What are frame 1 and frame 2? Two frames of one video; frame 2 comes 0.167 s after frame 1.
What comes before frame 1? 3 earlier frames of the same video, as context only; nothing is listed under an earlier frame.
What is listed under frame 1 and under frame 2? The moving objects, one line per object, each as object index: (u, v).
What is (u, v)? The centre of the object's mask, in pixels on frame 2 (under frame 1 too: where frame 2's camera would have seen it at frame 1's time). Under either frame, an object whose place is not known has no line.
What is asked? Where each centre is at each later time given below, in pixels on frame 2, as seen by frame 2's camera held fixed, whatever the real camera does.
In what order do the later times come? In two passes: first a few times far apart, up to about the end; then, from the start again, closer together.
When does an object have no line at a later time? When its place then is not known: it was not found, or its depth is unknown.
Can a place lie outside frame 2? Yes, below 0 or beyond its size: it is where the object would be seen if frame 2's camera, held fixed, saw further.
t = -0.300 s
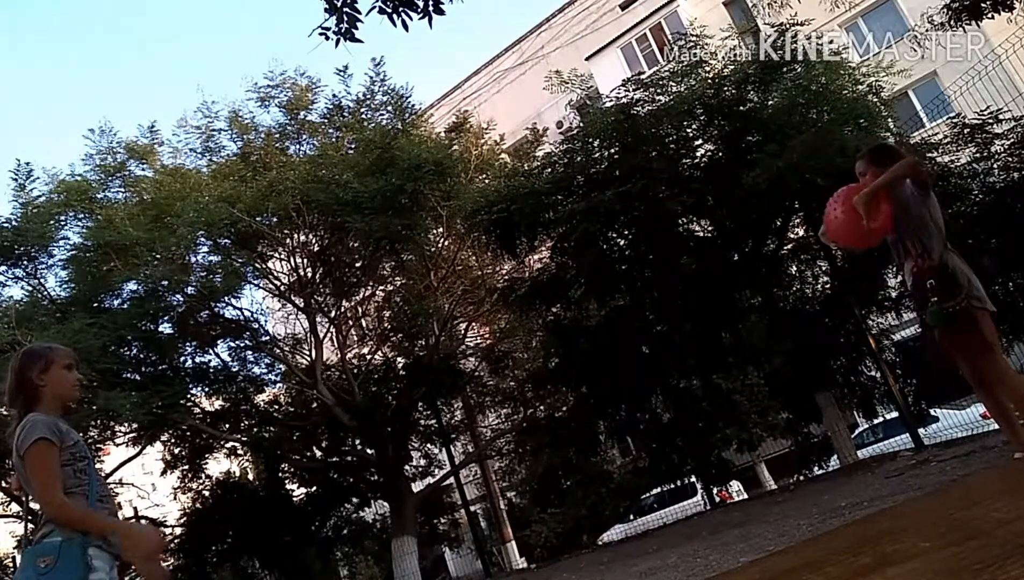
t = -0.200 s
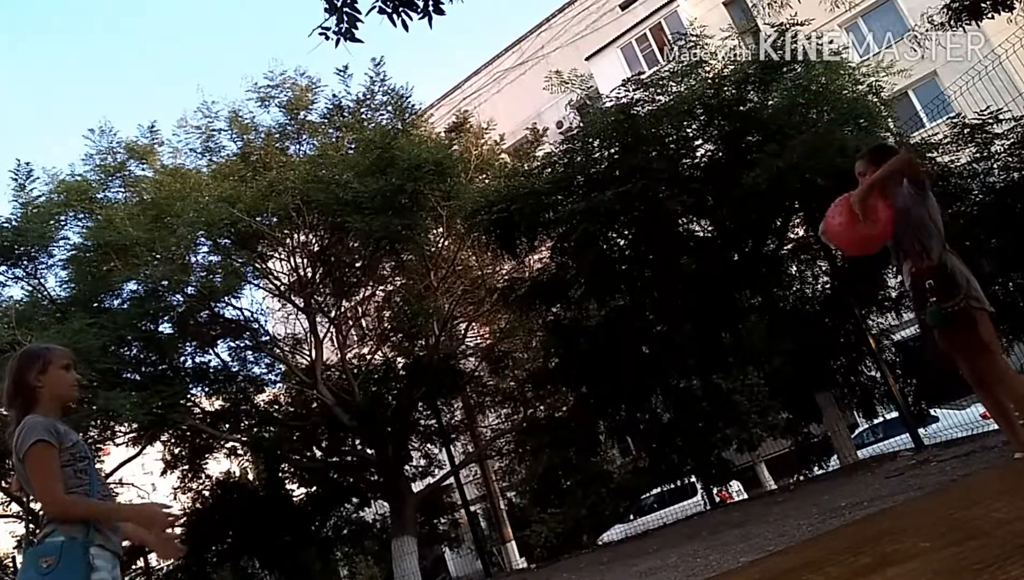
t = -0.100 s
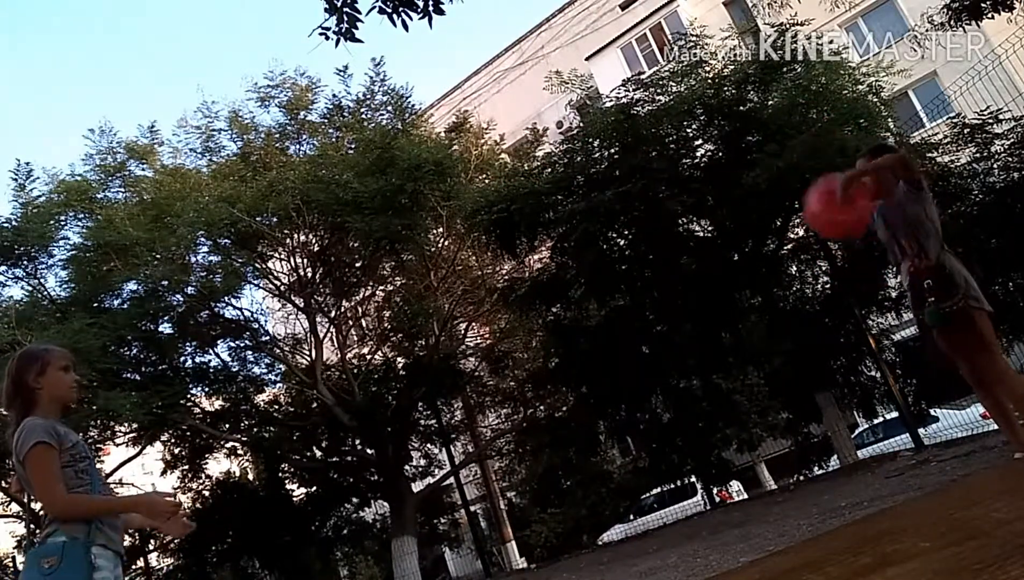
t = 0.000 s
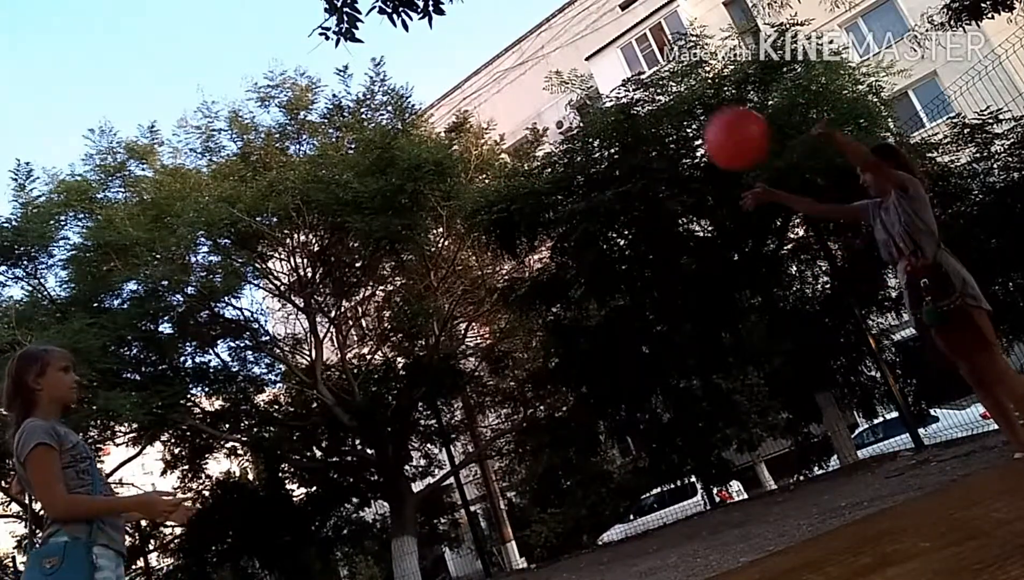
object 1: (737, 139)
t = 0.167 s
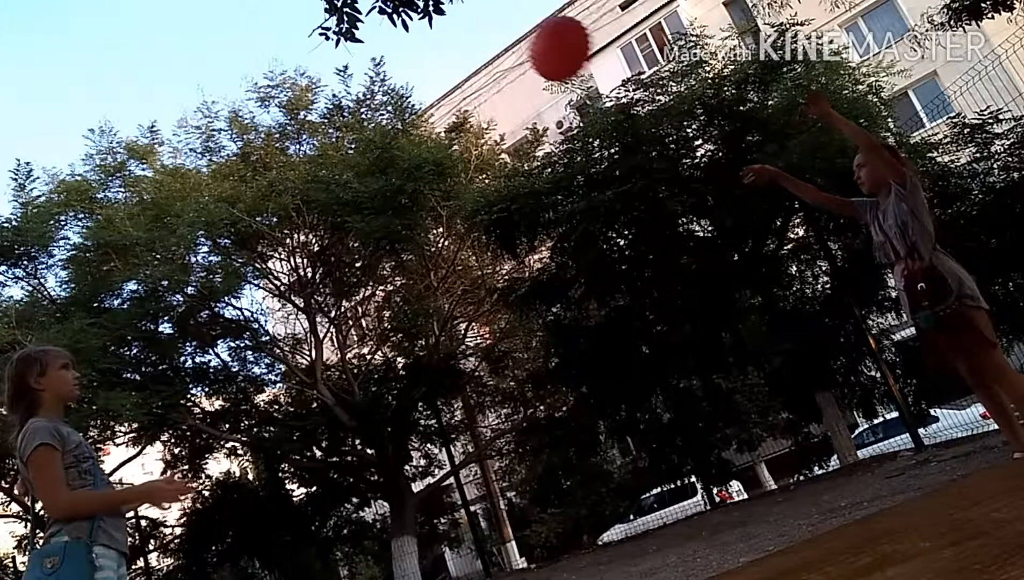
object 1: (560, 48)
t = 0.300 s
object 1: (435, 23)
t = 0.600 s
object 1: (177, 73)
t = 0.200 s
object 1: (527, 37)
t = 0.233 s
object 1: (495, 29)
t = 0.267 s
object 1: (465, 25)
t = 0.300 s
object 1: (435, 23)
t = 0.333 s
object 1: (402, 25)
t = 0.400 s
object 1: (345, 22)
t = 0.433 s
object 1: (313, 25)
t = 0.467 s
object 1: (288, 27)
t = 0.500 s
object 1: (260, 33)
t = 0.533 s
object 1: (232, 43)
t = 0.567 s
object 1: (204, 56)
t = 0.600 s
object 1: (177, 73)
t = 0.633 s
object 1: (149, 92)
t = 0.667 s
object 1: (122, 114)
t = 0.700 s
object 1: (94, 139)
